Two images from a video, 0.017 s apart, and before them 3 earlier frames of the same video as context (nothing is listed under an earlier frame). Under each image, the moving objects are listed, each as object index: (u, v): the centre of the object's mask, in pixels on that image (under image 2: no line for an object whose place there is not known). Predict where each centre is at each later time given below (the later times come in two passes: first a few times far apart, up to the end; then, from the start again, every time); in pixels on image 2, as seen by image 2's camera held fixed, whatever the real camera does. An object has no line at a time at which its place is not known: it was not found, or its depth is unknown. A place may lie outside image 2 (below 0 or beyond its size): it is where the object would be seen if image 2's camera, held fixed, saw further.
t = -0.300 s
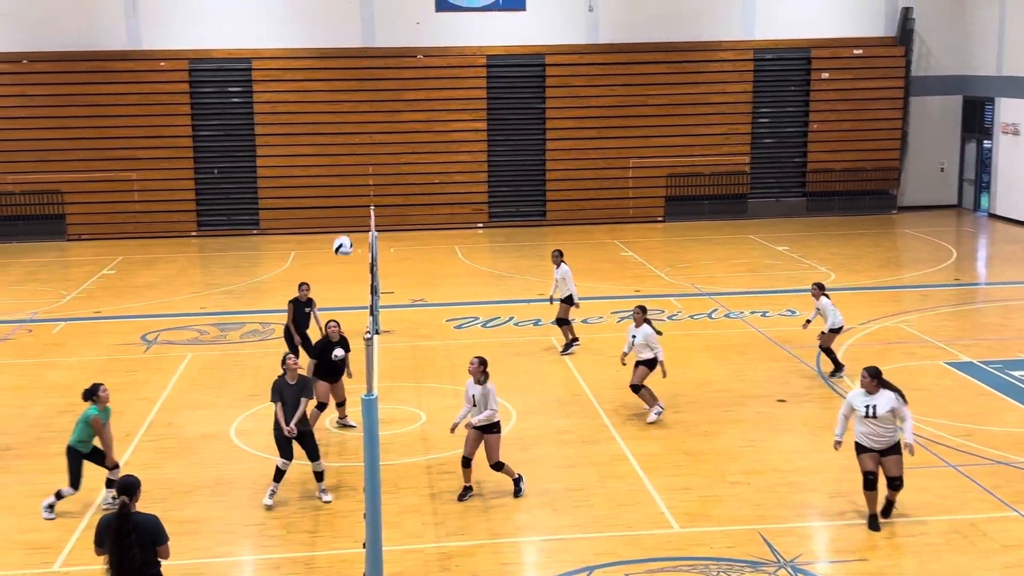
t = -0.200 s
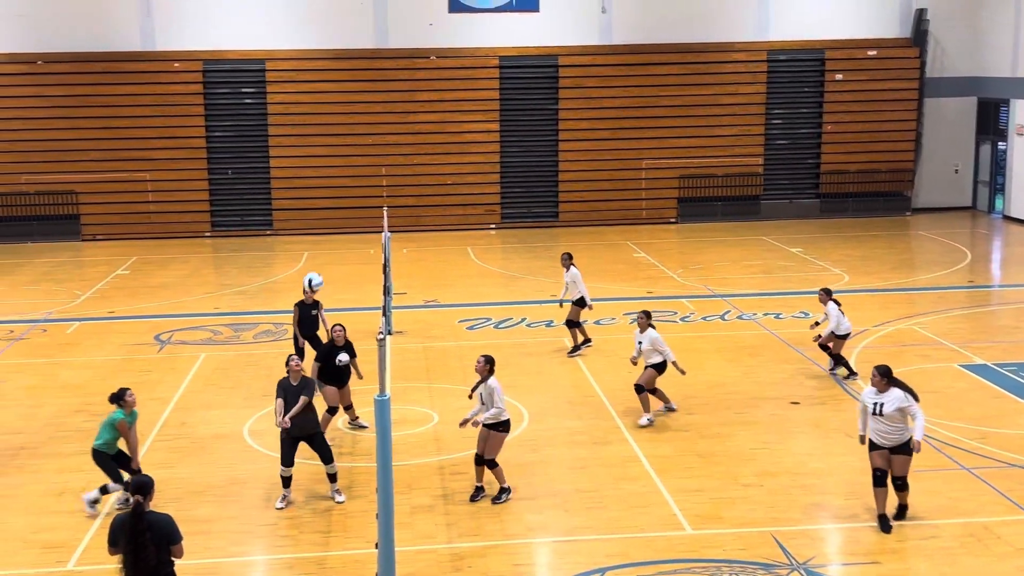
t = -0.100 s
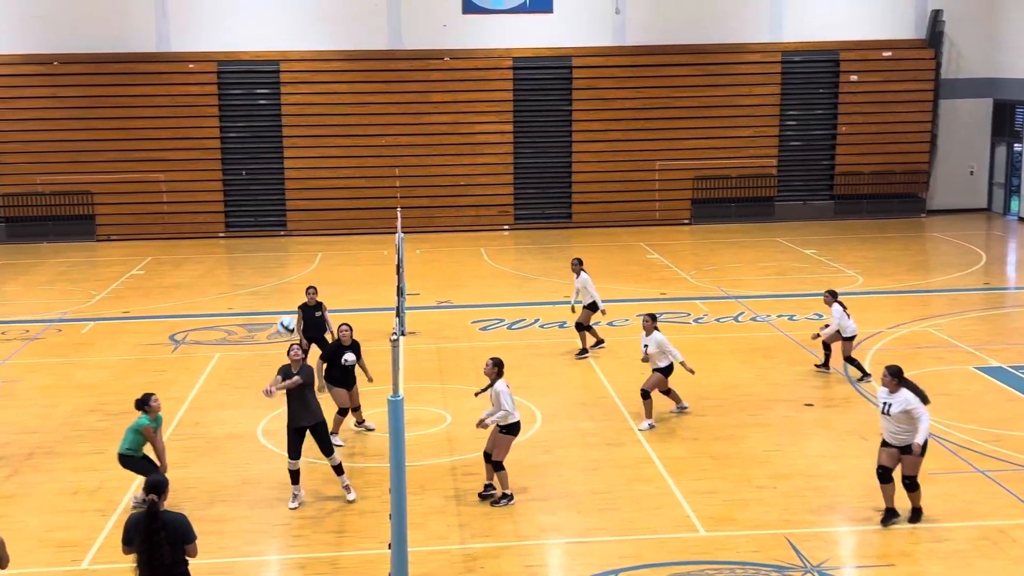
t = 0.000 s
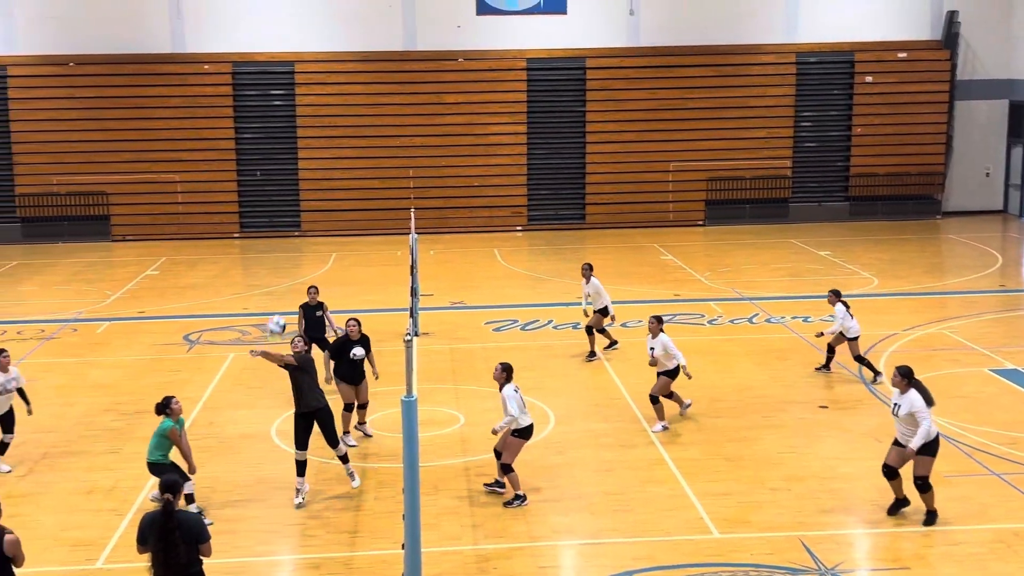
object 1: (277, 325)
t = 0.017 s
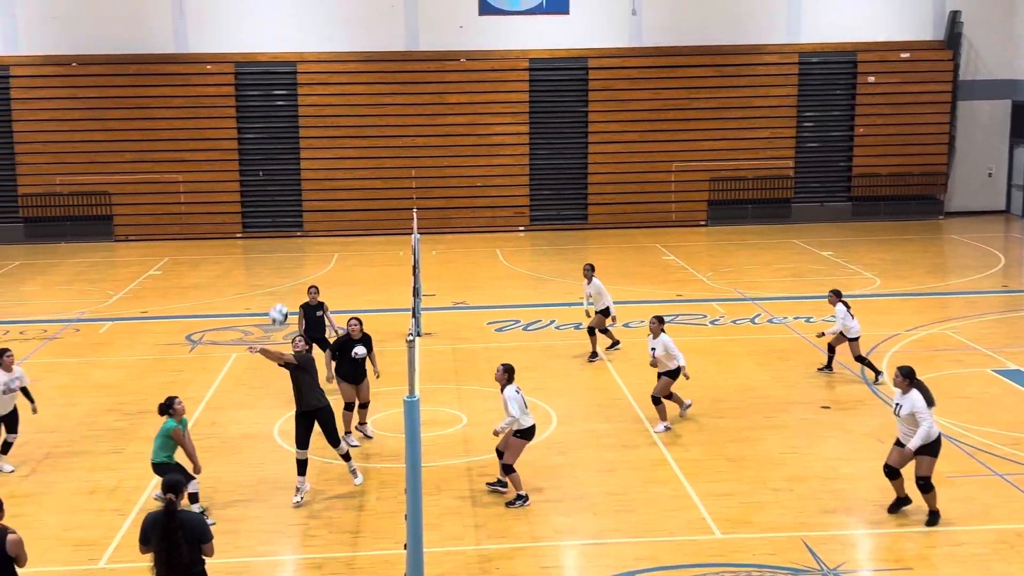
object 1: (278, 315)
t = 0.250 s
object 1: (282, 188)
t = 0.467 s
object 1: (290, 121)
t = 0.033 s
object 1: (278, 304)
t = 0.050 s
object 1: (278, 293)
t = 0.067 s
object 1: (278, 282)
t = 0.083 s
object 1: (278, 272)
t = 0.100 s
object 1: (278, 262)
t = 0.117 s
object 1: (278, 252)
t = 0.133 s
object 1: (279, 243)
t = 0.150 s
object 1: (279, 234)
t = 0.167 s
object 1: (280, 226)
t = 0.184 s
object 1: (280, 218)
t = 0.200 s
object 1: (281, 210)
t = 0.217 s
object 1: (281, 202)
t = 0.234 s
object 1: (281, 195)
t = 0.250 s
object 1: (282, 188)
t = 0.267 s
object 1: (282, 181)
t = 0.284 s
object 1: (283, 174)
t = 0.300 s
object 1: (283, 168)
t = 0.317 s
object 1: (284, 162)
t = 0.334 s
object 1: (284, 157)
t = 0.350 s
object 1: (285, 151)
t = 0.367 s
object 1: (286, 146)
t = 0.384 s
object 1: (286, 141)
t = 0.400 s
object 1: (287, 136)
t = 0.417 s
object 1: (288, 132)
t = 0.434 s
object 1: (288, 128)
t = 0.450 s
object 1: (289, 125)
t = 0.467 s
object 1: (290, 121)
